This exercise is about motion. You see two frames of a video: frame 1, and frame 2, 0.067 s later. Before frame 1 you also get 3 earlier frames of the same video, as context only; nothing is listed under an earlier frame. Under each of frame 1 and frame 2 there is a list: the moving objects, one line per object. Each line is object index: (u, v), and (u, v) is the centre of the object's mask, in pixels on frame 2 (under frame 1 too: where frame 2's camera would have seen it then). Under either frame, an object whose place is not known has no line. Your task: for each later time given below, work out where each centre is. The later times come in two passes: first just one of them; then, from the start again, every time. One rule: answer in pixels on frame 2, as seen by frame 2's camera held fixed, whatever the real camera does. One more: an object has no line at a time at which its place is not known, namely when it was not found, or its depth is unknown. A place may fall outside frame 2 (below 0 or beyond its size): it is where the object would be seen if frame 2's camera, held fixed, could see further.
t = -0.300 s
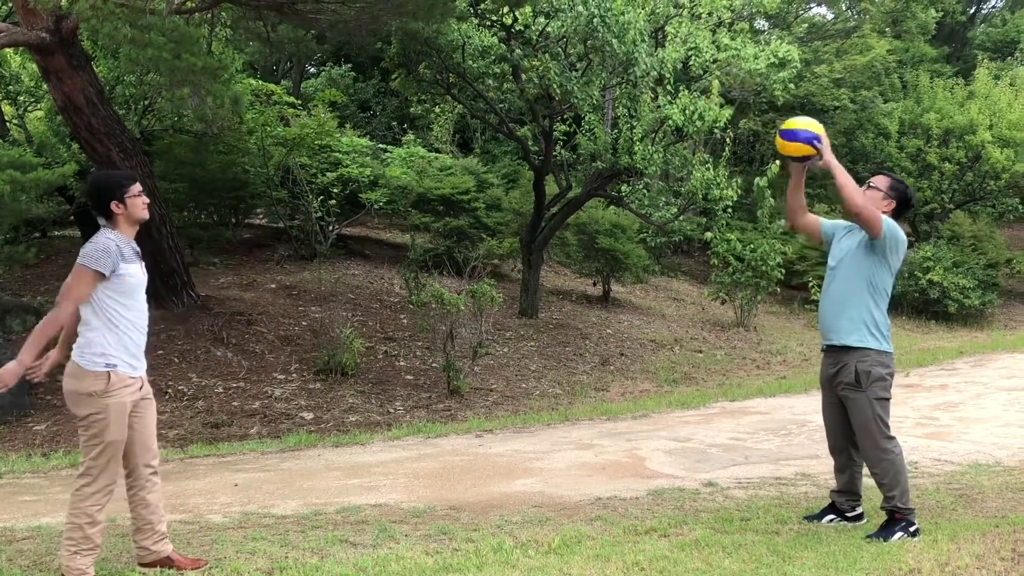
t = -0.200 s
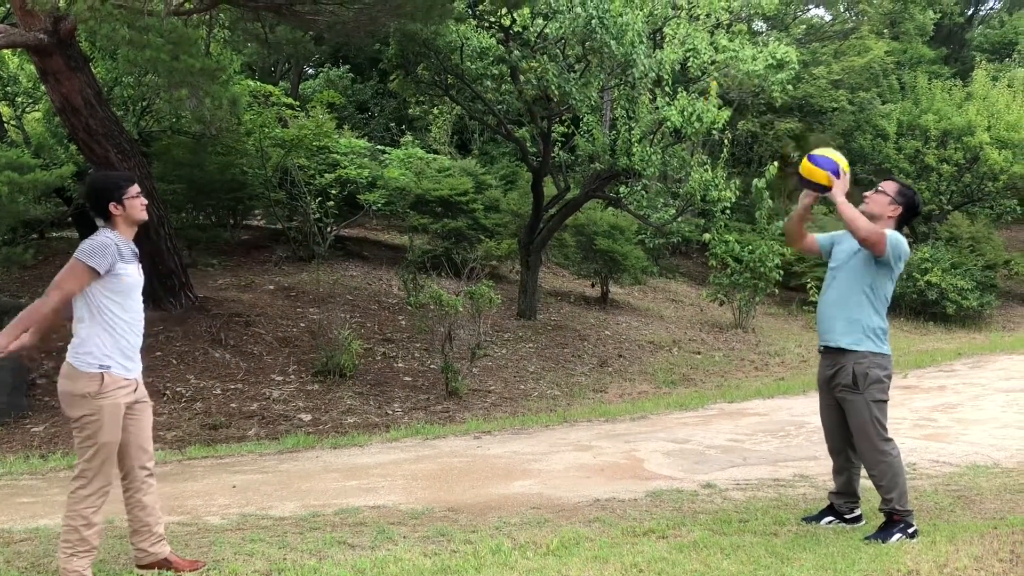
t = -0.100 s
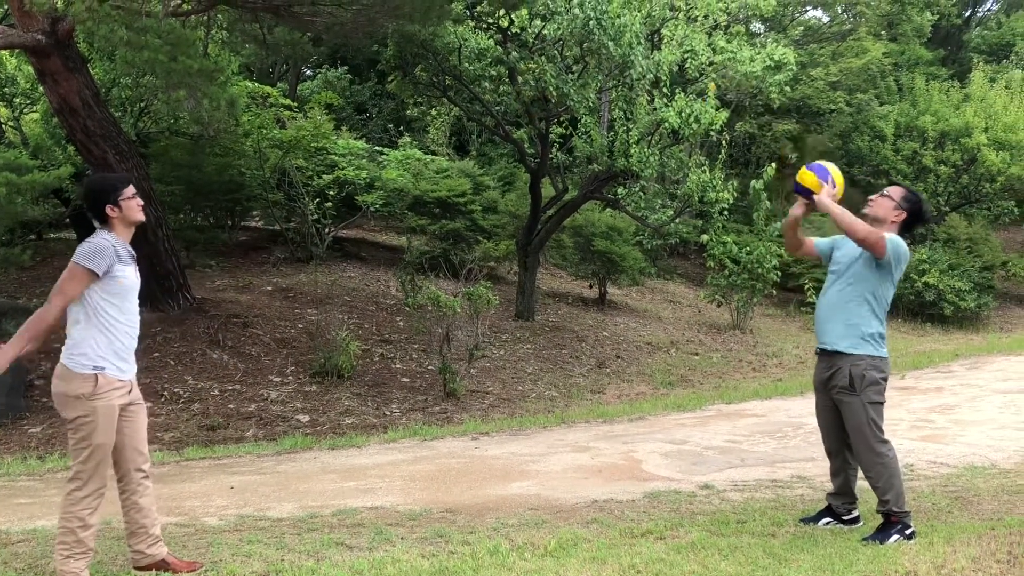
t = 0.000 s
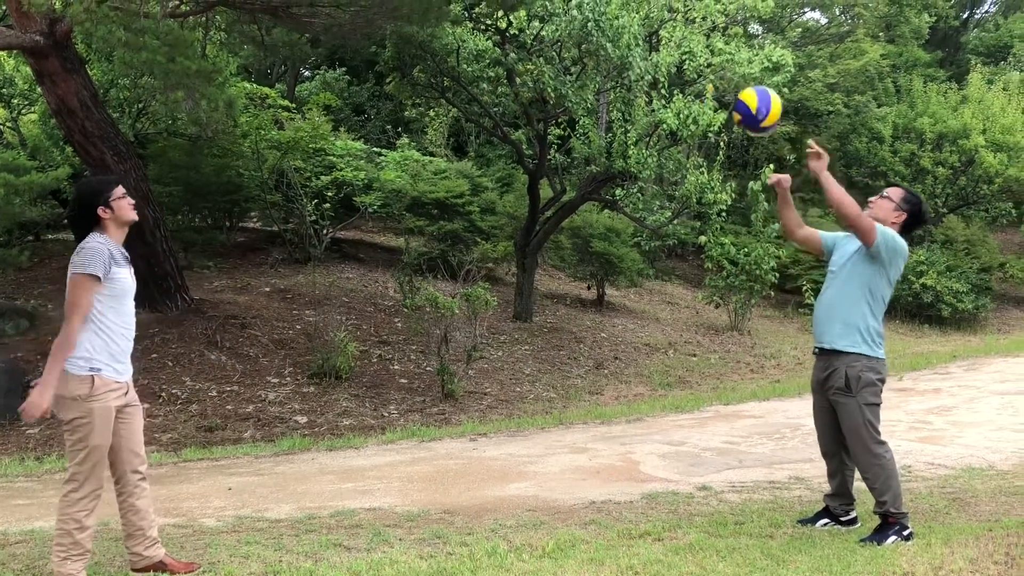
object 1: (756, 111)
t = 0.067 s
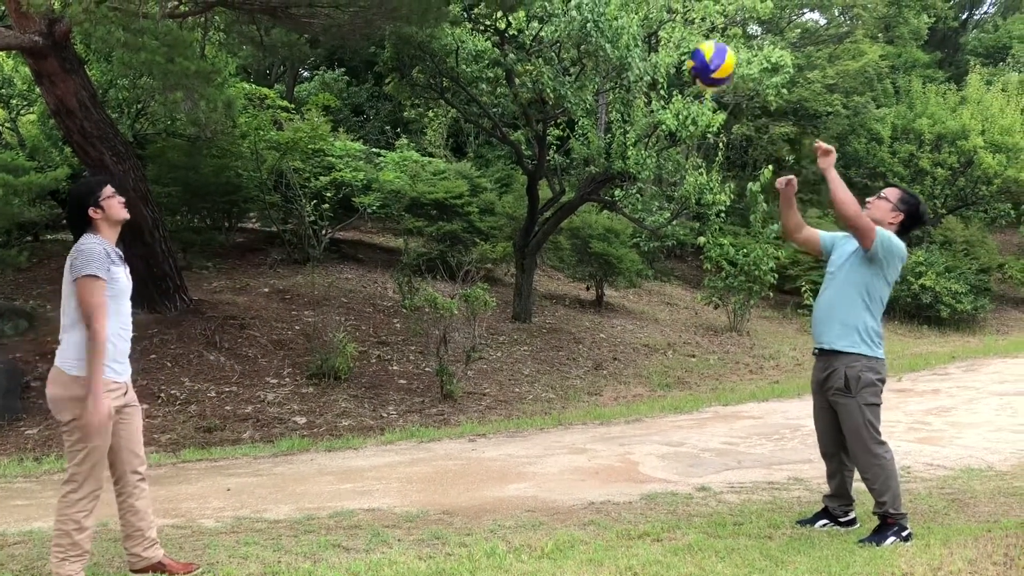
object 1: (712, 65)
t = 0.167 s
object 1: (644, 18)
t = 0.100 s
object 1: (689, 46)
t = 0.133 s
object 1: (666, 29)
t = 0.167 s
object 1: (644, 18)
